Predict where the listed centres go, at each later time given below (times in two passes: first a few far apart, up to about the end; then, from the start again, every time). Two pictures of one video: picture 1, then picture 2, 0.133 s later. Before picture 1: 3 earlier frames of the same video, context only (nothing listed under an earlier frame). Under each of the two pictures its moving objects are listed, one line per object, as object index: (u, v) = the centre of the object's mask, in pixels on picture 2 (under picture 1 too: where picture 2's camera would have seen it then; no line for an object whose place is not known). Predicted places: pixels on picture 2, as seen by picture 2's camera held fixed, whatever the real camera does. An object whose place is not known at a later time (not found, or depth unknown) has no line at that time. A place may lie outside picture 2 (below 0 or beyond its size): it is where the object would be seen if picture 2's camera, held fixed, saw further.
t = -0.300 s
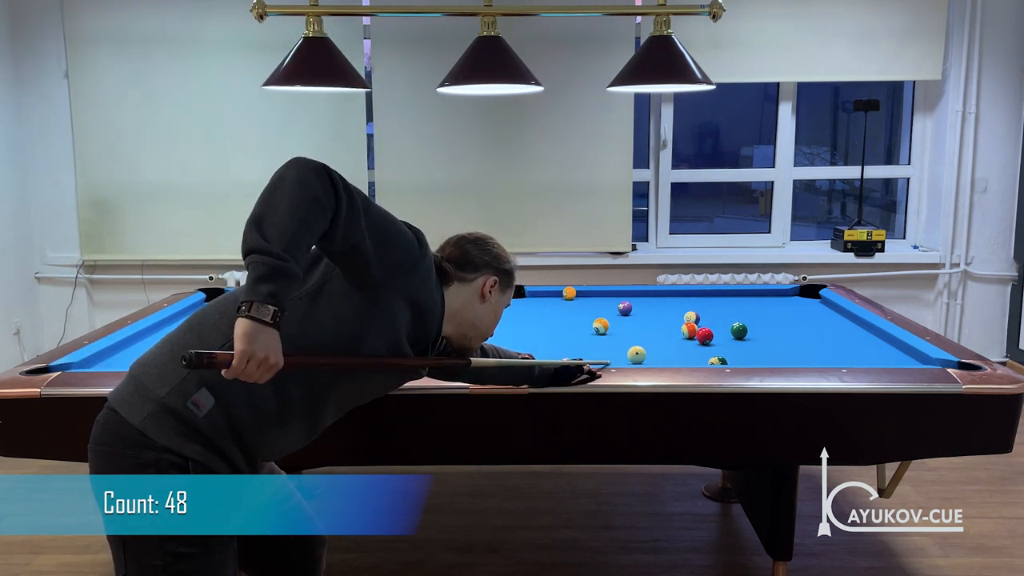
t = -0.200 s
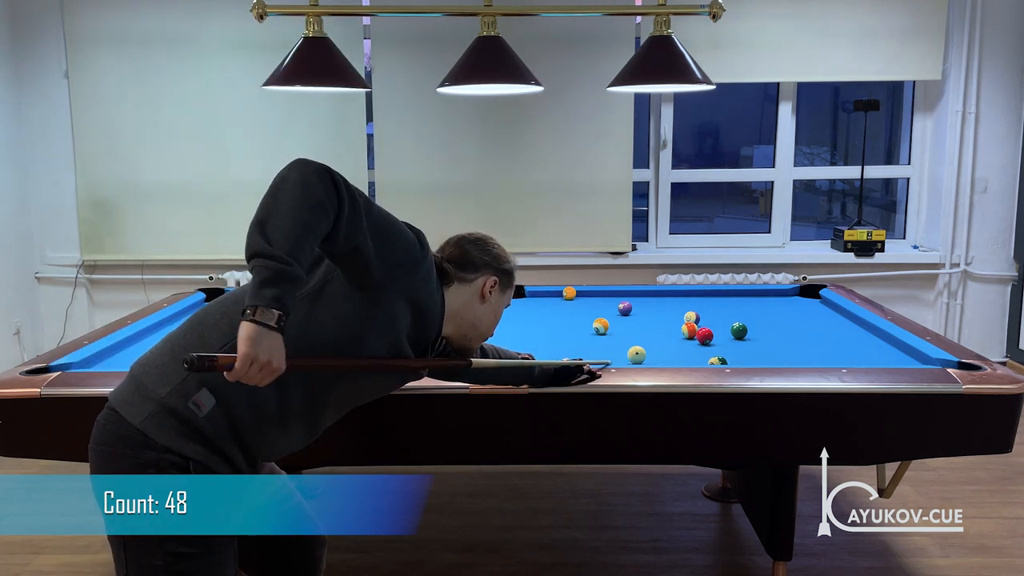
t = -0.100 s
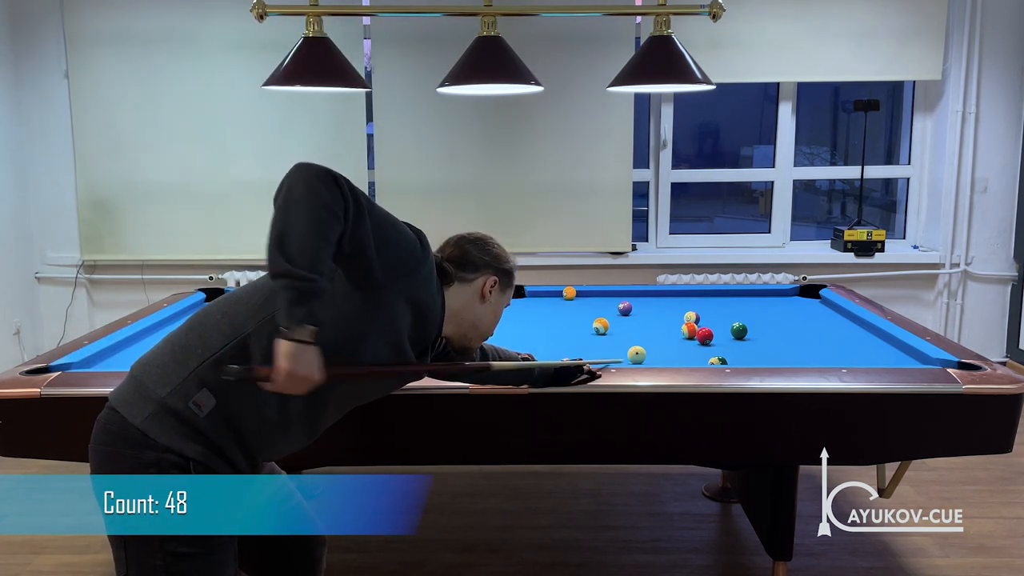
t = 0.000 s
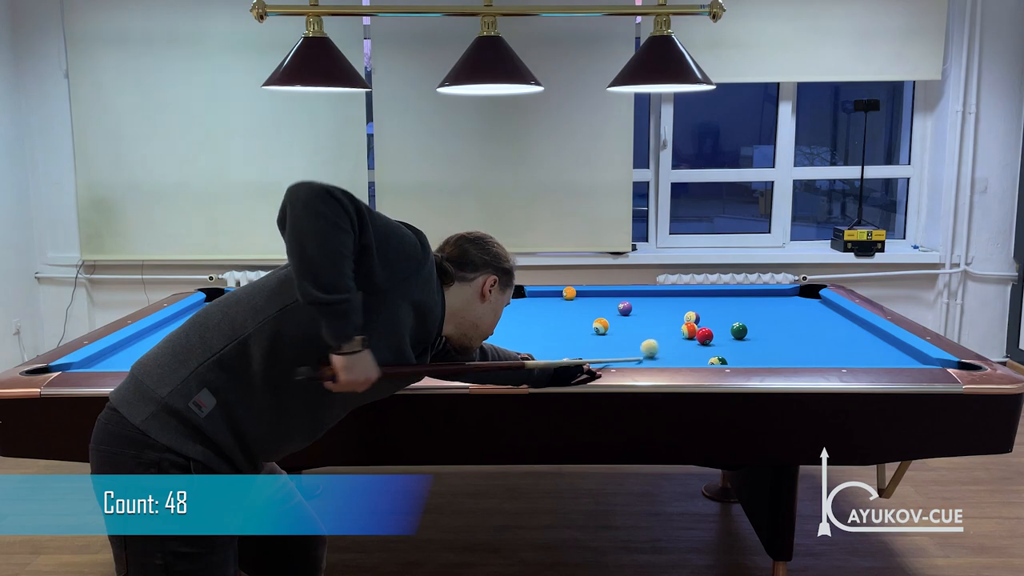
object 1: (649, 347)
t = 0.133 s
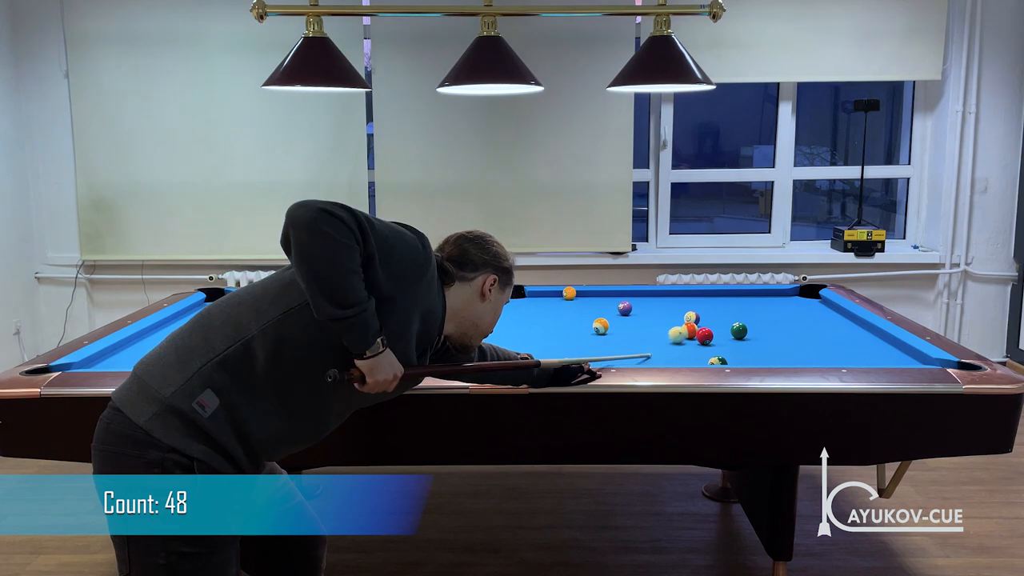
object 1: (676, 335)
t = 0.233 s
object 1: (677, 332)
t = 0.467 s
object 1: (669, 332)
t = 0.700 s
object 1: (662, 332)
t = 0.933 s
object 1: (656, 332)
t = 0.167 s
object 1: (681, 332)
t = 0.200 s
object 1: (679, 332)
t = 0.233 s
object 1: (677, 332)
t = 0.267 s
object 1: (676, 332)
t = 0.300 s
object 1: (675, 332)
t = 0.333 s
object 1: (674, 332)
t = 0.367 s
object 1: (672, 332)
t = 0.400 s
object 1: (671, 332)
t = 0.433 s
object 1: (670, 332)
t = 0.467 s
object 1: (669, 332)
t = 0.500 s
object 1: (668, 332)
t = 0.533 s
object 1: (667, 332)
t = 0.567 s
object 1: (666, 332)
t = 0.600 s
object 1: (665, 332)
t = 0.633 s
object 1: (664, 332)
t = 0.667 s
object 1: (663, 332)
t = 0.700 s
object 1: (662, 332)
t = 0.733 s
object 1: (661, 332)
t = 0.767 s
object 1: (660, 332)
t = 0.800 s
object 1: (659, 332)
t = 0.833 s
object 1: (659, 332)
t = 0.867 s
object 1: (658, 332)
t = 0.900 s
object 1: (657, 332)
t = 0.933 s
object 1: (656, 332)
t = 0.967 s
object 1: (656, 332)
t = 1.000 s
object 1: (655, 332)
